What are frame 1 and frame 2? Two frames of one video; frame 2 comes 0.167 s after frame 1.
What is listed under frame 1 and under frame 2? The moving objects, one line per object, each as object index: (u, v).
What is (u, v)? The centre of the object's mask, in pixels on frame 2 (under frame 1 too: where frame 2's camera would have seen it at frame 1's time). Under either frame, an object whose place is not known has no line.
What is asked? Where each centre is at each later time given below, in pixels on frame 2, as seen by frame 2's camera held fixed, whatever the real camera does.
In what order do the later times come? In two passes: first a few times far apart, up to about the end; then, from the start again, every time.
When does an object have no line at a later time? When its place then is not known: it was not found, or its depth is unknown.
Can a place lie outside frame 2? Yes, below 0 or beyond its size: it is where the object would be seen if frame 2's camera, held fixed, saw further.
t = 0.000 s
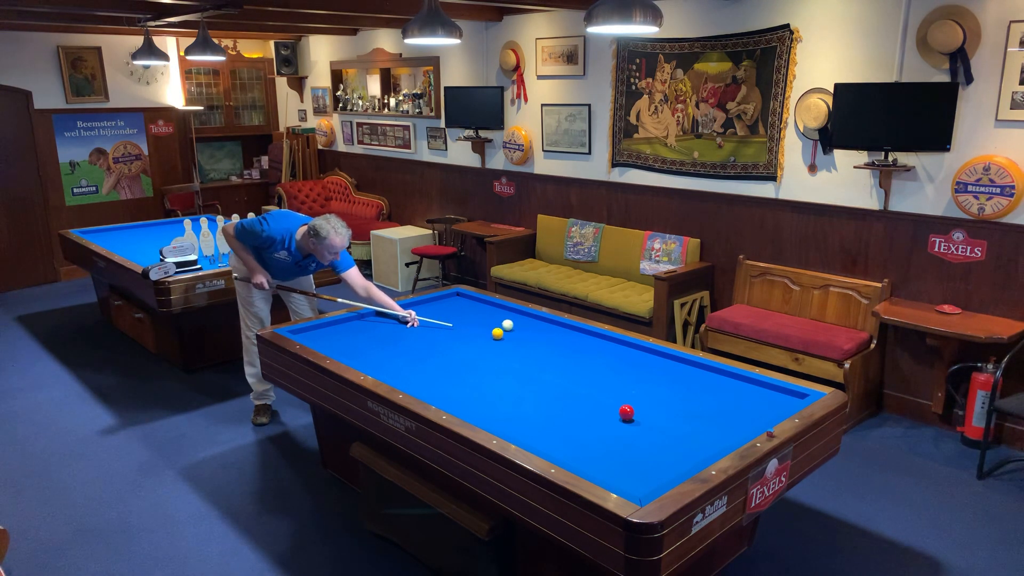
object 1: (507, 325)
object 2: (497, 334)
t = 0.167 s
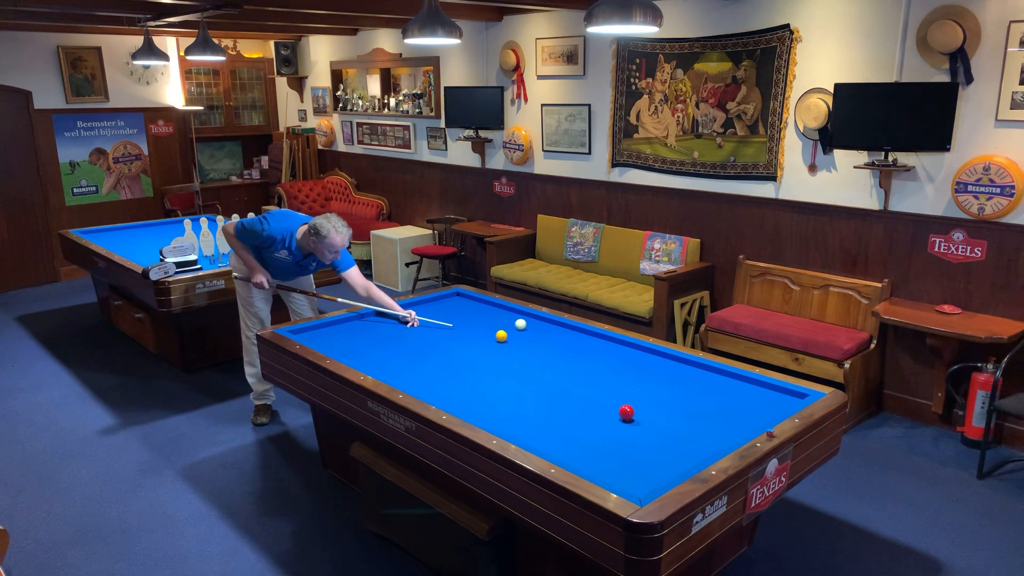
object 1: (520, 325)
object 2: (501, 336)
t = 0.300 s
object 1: (531, 324)
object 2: (504, 338)
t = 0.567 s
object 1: (551, 323)
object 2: (511, 342)
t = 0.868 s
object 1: (557, 328)
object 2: (518, 346)
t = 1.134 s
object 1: (561, 333)
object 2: (523, 350)
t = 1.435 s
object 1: (566, 338)
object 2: (530, 353)
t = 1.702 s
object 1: (570, 343)
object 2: (536, 357)
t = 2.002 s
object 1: (574, 349)
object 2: (542, 361)
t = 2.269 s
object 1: (578, 354)
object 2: (547, 364)
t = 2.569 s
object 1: (582, 360)
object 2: (552, 367)
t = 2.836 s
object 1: (586, 364)
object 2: (557, 370)
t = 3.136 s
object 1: (590, 370)
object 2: (562, 373)
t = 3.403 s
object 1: (594, 375)
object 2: (566, 375)
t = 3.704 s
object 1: (598, 380)
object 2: (570, 378)
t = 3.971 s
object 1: (601, 385)
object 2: (574, 380)
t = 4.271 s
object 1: (605, 389)
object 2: (578, 382)
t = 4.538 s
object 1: (608, 393)
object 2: (581, 384)
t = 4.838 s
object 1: (612, 398)
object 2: (583, 386)
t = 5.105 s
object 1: (614, 401)
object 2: (585, 387)
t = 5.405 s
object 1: (616, 404)
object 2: (587, 388)
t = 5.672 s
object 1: (618, 406)
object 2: (588, 389)
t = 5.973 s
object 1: (618, 407)
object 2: (589, 389)
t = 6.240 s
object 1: (618, 407)
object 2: (589, 389)
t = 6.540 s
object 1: (618, 407)
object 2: (589, 389)
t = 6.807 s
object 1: (618, 407)
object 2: (589, 389)
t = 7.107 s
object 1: (618, 407)
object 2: (589, 389)
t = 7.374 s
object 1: (618, 407)
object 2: (589, 389)
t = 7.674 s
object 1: (618, 407)
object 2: (589, 389)
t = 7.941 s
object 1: (618, 407)
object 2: (589, 389)
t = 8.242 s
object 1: (618, 407)
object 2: (589, 389)
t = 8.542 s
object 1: (618, 407)
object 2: (589, 389)
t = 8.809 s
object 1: (618, 407)
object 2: (589, 389)
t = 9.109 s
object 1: (618, 407)
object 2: (589, 389)
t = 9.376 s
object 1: (618, 407)
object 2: (589, 389)
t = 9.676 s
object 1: (618, 407)
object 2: (589, 389)
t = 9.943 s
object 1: (618, 407)
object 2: (589, 389)
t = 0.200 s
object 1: (523, 325)
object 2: (502, 337)
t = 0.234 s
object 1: (525, 324)
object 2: (503, 337)
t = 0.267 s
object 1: (528, 324)
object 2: (504, 338)
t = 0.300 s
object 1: (531, 324)
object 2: (504, 338)
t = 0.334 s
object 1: (533, 324)
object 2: (505, 338)
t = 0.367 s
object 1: (536, 324)
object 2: (506, 339)
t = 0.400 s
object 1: (538, 324)
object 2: (507, 339)
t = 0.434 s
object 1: (541, 323)
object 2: (508, 340)
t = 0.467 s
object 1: (543, 324)
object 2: (508, 340)
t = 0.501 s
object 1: (546, 323)
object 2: (509, 341)
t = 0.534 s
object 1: (548, 323)
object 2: (510, 341)
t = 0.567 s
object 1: (551, 323)
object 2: (511, 342)
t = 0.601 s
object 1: (553, 323)
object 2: (511, 342)
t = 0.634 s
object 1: (554, 323)
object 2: (512, 343)
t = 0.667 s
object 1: (554, 324)
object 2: (513, 343)
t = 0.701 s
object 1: (555, 325)
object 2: (514, 343)
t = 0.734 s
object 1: (555, 325)
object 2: (515, 344)
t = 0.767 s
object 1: (556, 326)
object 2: (515, 345)
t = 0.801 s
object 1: (556, 327)
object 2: (516, 345)
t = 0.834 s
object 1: (557, 327)
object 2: (517, 345)
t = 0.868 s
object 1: (557, 328)
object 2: (518, 346)
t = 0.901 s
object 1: (558, 328)
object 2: (518, 346)
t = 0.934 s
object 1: (558, 329)
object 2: (519, 347)
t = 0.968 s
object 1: (559, 330)
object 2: (520, 347)
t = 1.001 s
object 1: (559, 330)
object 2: (521, 348)
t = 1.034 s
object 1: (560, 331)
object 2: (521, 348)
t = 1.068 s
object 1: (560, 331)
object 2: (522, 349)
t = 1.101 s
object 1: (561, 332)
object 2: (523, 349)
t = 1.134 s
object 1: (561, 333)
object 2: (523, 350)
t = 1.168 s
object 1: (562, 333)
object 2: (524, 350)
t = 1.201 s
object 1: (562, 334)
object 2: (525, 350)
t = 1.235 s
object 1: (563, 335)
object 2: (526, 351)
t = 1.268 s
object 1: (563, 335)
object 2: (526, 351)
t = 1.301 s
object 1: (564, 336)
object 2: (527, 352)
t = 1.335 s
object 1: (564, 337)
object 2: (528, 352)
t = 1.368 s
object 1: (565, 337)
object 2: (529, 352)
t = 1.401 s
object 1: (565, 338)
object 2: (529, 353)
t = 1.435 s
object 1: (566, 338)
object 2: (530, 353)
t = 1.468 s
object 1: (566, 339)
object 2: (531, 354)
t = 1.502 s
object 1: (567, 340)
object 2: (531, 355)
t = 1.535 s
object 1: (567, 340)
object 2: (532, 355)
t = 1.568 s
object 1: (568, 341)
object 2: (533, 355)
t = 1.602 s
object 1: (568, 342)
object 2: (533, 356)
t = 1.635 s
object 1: (569, 342)
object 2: (534, 356)
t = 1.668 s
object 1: (569, 343)
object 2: (535, 357)
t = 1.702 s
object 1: (570, 343)
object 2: (536, 357)
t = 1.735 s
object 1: (570, 344)
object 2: (536, 357)
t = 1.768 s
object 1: (571, 345)
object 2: (537, 358)
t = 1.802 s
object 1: (571, 345)
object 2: (538, 358)
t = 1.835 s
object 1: (572, 346)
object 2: (538, 359)
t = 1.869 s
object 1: (572, 347)
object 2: (539, 359)
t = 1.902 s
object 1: (573, 347)
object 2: (540, 359)
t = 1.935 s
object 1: (573, 348)
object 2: (540, 360)
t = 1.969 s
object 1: (574, 349)
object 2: (541, 360)
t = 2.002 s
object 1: (574, 349)
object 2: (542, 361)
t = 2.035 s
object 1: (575, 350)
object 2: (542, 361)
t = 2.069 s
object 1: (575, 350)
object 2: (543, 361)
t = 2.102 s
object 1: (576, 351)
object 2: (544, 362)
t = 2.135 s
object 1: (576, 351)
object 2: (544, 362)
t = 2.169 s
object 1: (576, 352)
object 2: (545, 363)
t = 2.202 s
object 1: (577, 353)
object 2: (545, 363)
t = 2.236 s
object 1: (577, 353)
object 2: (546, 363)
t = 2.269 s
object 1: (578, 354)
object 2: (547, 364)
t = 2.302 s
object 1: (578, 355)
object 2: (547, 364)
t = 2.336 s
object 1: (579, 355)
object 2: (548, 364)
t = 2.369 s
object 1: (579, 356)
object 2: (549, 365)
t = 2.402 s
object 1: (580, 357)
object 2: (549, 365)
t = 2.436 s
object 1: (580, 357)
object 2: (550, 366)
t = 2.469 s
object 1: (581, 358)
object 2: (550, 366)
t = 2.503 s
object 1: (581, 358)
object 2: (551, 366)
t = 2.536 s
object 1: (582, 359)
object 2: (552, 367)
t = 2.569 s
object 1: (582, 360)
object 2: (552, 367)
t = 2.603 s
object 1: (583, 360)
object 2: (553, 368)
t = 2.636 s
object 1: (583, 361)
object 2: (553, 368)
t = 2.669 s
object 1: (584, 361)
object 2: (554, 368)
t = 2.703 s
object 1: (584, 362)
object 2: (555, 368)
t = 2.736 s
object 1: (585, 363)
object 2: (555, 369)
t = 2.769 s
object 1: (585, 363)
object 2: (556, 369)
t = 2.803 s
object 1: (586, 364)
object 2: (556, 370)
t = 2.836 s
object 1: (586, 364)
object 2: (557, 370)
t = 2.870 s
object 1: (586, 365)
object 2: (558, 370)
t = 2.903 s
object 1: (587, 366)
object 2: (558, 371)
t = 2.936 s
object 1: (587, 366)
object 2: (559, 371)
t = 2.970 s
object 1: (588, 367)
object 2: (559, 371)
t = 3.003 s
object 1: (588, 368)
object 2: (560, 371)
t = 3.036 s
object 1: (589, 368)
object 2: (560, 372)
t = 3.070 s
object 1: (589, 369)
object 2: (561, 372)
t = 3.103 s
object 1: (590, 369)
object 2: (561, 373)
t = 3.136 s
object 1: (590, 370)
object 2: (562, 373)
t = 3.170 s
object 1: (591, 370)
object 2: (562, 373)
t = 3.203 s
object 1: (591, 371)
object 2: (563, 373)
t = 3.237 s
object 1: (592, 372)
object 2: (563, 374)
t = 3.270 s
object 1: (592, 372)
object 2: (564, 374)
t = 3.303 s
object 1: (592, 373)
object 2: (564, 374)
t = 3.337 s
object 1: (593, 374)
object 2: (565, 374)
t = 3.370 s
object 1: (593, 374)
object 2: (565, 375)
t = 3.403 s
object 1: (594, 375)
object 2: (566, 375)
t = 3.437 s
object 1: (594, 375)
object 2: (566, 376)
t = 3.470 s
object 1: (595, 376)
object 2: (567, 376)
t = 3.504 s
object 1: (595, 377)
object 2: (568, 376)
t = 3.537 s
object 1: (595, 377)
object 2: (568, 377)
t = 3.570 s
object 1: (596, 378)
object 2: (569, 377)
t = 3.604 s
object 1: (596, 378)
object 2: (569, 377)
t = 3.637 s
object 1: (597, 379)
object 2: (570, 377)
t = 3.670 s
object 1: (597, 379)
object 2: (570, 378)
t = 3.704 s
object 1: (598, 380)
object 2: (570, 378)
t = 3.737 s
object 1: (598, 381)
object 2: (571, 378)
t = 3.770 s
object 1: (599, 381)
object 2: (571, 379)
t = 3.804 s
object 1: (599, 382)
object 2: (572, 379)
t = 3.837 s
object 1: (599, 382)
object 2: (572, 379)
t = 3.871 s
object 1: (600, 383)
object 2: (573, 379)
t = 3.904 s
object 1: (600, 383)
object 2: (573, 379)
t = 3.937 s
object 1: (601, 384)
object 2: (574, 380)
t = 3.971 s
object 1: (601, 385)
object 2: (574, 380)
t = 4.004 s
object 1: (602, 385)
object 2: (574, 380)
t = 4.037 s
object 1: (602, 386)
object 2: (575, 380)
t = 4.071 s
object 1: (602, 386)
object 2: (575, 381)
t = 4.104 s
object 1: (603, 387)
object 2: (576, 381)
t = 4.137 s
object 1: (603, 387)
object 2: (576, 381)
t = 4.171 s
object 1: (604, 388)
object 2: (577, 381)
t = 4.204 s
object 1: (604, 388)
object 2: (577, 382)
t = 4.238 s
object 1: (605, 389)
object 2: (577, 382)
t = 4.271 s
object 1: (605, 389)
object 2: (578, 382)
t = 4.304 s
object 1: (605, 390)
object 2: (578, 382)
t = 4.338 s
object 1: (606, 390)
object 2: (579, 382)
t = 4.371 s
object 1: (606, 391)
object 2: (579, 383)
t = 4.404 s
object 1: (607, 392)
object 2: (579, 383)
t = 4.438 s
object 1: (607, 392)
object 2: (580, 384)
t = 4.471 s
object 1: (607, 393)
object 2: (580, 384)
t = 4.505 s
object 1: (608, 393)
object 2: (580, 384)
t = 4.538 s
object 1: (608, 393)
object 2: (581, 384)
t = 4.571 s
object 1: (608, 394)
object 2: (581, 384)
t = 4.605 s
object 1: (609, 394)
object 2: (581, 384)
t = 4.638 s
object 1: (609, 395)
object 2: (582, 385)
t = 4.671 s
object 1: (610, 395)
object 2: (582, 385)
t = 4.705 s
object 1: (610, 396)
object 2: (582, 385)
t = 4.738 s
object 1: (610, 396)
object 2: (583, 385)
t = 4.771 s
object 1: (611, 397)
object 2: (583, 386)
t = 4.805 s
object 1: (611, 397)
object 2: (583, 385)
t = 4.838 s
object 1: (612, 398)
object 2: (583, 386)
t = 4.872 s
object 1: (612, 398)
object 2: (584, 386)
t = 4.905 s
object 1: (612, 398)
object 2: (584, 386)
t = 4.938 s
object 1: (613, 399)
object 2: (584, 386)
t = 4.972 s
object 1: (613, 399)
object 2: (584, 386)
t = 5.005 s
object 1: (613, 400)
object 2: (585, 386)
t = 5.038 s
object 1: (614, 400)
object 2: (585, 386)
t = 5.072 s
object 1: (614, 401)
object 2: (585, 387)
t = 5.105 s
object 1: (614, 401)
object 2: (585, 387)
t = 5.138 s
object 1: (614, 401)
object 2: (586, 387)
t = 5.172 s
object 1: (615, 402)
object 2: (586, 387)
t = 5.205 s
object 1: (615, 402)
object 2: (586, 387)
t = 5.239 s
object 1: (615, 402)
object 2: (586, 387)
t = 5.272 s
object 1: (615, 403)
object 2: (586, 388)
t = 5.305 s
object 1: (616, 403)
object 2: (587, 388)
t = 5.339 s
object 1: (616, 403)
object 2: (587, 388)
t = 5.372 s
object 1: (616, 403)
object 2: (587, 388)
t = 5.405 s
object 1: (616, 404)
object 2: (587, 388)
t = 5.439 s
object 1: (617, 404)
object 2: (587, 388)
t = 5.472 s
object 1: (617, 405)
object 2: (587, 388)
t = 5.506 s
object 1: (617, 405)
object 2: (588, 388)
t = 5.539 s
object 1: (617, 405)
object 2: (588, 388)
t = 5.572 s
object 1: (617, 405)
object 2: (588, 388)
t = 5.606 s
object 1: (618, 405)
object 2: (588, 388)
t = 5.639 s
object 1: (618, 406)
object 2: (588, 389)
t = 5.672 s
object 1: (618, 406)
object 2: (588, 389)
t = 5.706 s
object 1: (618, 406)
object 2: (588, 389)
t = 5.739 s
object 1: (618, 406)
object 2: (588, 389)
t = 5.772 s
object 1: (618, 406)
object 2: (589, 389)
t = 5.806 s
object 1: (618, 406)
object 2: (589, 389)
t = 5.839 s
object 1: (618, 407)
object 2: (589, 389)
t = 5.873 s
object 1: (618, 407)
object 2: (589, 389)
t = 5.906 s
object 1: (618, 407)
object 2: (589, 389)
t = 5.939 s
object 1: (618, 407)
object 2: (589, 389)
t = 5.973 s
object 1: (618, 407)
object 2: (589, 389)
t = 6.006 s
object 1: (618, 407)
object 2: (589, 389)
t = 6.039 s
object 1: (618, 407)
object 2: (589, 389)
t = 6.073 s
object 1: (618, 407)
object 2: (589, 389)
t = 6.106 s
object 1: (618, 407)
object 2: (589, 389)
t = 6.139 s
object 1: (618, 407)
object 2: (589, 389)
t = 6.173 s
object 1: (618, 407)
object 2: (589, 389)
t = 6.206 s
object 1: (618, 407)
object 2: (589, 389)
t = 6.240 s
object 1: (618, 407)
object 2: (589, 389)
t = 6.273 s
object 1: (618, 407)
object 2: (589, 389)
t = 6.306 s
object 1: (618, 407)
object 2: (589, 389)
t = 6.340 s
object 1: (618, 407)
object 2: (589, 389)
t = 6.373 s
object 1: (618, 407)
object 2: (589, 389)
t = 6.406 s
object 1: (618, 407)
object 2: (589, 389)
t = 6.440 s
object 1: (618, 407)
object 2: (589, 389)
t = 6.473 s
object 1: (618, 407)
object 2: (589, 389)
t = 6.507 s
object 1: (618, 407)
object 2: (589, 389)
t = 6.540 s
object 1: (618, 407)
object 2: (589, 389)
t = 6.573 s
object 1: (618, 407)
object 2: (589, 389)
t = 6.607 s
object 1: (618, 407)
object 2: (589, 389)
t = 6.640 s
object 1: (618, 407)
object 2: (589, 389)
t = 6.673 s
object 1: (618, 407)
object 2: (589, 389)
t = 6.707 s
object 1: (618, 407)
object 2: (589, 389)
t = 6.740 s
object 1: (618, 407)
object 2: (589, 389)
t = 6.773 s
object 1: (618, 407)
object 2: (589, 389)
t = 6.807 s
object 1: (618, 407)
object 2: (589, 389)
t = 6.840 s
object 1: (618, 407)
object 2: (589, 389)
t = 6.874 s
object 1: (618, 407)
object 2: (589, 389)
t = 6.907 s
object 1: (618, 407)
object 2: (589, 389)
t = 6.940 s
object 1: (619, 407)
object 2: (589, 389)
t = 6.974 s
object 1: (618, 407)
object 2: (589, 389)
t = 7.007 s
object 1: (618, 407)
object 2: (589, 389)
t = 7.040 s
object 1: (618, 407)
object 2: (589, 389)
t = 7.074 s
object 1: (618, 407)
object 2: (589, 389)
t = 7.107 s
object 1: (618, 407)
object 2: (589, 389)
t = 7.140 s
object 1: (618, 407)
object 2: (589, 389)
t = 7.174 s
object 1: (618, 407)
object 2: (589, 389)
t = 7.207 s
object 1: (618, 407)
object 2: (589, 389)
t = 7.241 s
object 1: (618, 407)
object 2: (589, 389)
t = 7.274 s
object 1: (618, 407)
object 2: (589, 389)
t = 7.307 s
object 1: (618, 407)
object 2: (589, 389)
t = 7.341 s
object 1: (618, 407)
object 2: (589, 389)
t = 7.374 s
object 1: (618, 407)
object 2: (589, 389)
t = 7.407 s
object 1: (618, 407)
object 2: (589, 389)
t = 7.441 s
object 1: (618, 407)
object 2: (589, 389)
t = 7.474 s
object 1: (618, 407)
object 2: (589, 389)
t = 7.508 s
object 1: (618, 407)
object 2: (589, 389)
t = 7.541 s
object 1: (618, 407)
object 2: (589, 389)
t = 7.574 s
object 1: (618, 407)
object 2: (589, 389)
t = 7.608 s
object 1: (618, 407)
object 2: (589, 389)
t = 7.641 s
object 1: (618, 407)
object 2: (589, 389)
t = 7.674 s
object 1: (618, 407)
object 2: (589, 389)
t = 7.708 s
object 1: (618, 407)
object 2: (589, 389)
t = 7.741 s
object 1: (618, 407)
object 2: (589, 389)
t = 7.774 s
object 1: (618, 407)
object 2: (589, 389)
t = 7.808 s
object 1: (618, 407)
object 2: (589, 389)
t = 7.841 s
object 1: (618, 407)
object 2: (589, 389)
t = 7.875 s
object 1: (618, 407)
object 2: (589, 389)
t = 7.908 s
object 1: (618, 407)
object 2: (589, 389)
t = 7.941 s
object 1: (618, 407)
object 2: (589, 389)
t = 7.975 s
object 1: (618, 407)
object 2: (589, 389)
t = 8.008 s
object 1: (618, 407)
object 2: (589, 389)
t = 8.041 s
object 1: (618, 407)
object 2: (589, 389)
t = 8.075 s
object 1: (618, 407)
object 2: (589, 389)
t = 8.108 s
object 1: (618, 407)
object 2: (589, 389)
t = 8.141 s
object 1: (618, 407)
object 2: (589, 389)
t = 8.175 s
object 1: (618, 407)
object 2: (589, 389)
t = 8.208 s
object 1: (618, 407)
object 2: (589, 389)
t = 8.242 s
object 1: (618, 407)
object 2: (589, 389)
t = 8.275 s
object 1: (618, 407)
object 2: (589, 389)
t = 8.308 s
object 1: (618, 407)
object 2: (589, 389)
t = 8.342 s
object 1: (618, 407)
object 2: (589, 389)
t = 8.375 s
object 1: (618, 407)
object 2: (589, 389)
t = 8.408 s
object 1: (618, 407)
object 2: (589, 389)
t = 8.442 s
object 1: (618, 407)
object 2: (589, 389)
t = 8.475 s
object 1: (618, 407)
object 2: (589, 389)
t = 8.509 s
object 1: (618, 407)
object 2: (589, 389)
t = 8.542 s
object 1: (618, 407)
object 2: (589, 389)
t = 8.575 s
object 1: (618, 407)
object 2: (589, 389)
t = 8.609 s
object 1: (618, 407)
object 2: (589, 389)
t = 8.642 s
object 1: (618, 407)
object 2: (589, 389)
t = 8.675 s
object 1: (618, 407)
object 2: (589, 389)
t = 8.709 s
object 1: (618, 407)
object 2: (589, 389)
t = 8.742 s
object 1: (618, 407)
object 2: (589, 389)
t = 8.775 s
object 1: (618, 407)
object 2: (589, 389)
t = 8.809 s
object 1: (618, 407)
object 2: (589, 389)
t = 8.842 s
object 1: (618, 407)
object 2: (589, 389)
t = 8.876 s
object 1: (618, 407)
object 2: (589, 389)
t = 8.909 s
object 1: (618, 407)
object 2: (589, 389)
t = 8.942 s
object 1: (618, 407)
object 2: (589, 389)
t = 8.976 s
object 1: (618, 407)
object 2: (589, 389)
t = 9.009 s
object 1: (618, 407)
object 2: (589, 389)
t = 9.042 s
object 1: (618, 407)
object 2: (589, 389)
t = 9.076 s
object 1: (618, 407)
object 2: (589, 389)
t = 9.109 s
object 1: (618, 407)
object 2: (589, 389)
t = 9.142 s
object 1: (618, 407)
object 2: (589, 389)
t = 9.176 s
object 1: (618, 407)
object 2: (589, 389)
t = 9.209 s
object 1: (618, 407)
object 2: (589, 389)
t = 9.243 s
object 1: (618, 407)
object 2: (589, 389)
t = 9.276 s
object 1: (618, 407)
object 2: (589, 389)
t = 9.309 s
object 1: (618, 407)
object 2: (589, 389)
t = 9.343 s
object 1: (618, 407)
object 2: (589, 389)
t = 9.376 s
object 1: (618, 407)
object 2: (589, 389)
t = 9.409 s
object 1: (618, 407)
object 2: (589, 389)
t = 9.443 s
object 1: (618, 407)
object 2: (589, 389)
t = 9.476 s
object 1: (618, 407)
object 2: (589, 389)
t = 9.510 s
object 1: (618, 407)
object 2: (589, 389)
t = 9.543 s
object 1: (618, 407)
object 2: (589, 389)
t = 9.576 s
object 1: (618, 407)
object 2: (589, 389)
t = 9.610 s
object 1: (618, 407)
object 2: (589, 389)
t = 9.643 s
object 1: (618, 407)
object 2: (589, 389)
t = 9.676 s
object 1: (618, 407)
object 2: (589, 389)
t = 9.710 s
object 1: (618, 407)
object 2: (589, 389)
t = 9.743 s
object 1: (618, 407)
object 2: (589, 389)
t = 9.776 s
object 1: (618, 407)
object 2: (589, 389)
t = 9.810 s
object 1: (618, 407)
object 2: (589, 389)
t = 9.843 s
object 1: (618, 407)
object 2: (589, 389)
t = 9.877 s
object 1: (618, 407)
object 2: (589, 389)
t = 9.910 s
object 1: (618, 407)
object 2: (589, 389)
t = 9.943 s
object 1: (618, 407)
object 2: (589, 389)
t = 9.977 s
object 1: (618, 407)
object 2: (589, 389)
